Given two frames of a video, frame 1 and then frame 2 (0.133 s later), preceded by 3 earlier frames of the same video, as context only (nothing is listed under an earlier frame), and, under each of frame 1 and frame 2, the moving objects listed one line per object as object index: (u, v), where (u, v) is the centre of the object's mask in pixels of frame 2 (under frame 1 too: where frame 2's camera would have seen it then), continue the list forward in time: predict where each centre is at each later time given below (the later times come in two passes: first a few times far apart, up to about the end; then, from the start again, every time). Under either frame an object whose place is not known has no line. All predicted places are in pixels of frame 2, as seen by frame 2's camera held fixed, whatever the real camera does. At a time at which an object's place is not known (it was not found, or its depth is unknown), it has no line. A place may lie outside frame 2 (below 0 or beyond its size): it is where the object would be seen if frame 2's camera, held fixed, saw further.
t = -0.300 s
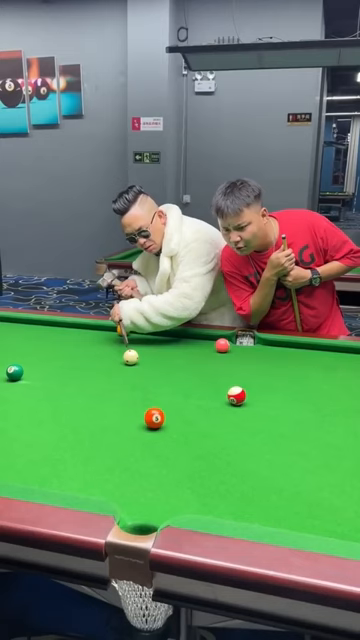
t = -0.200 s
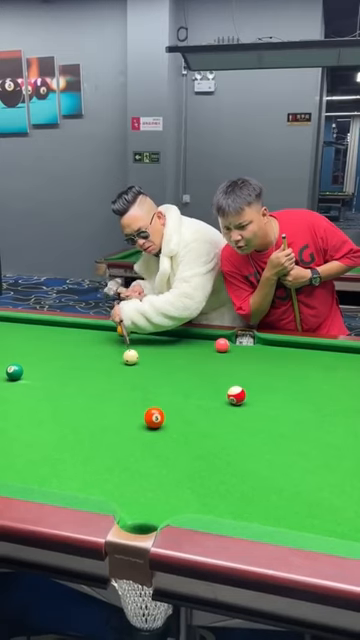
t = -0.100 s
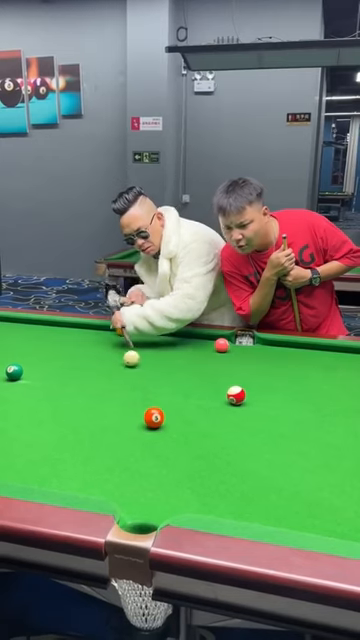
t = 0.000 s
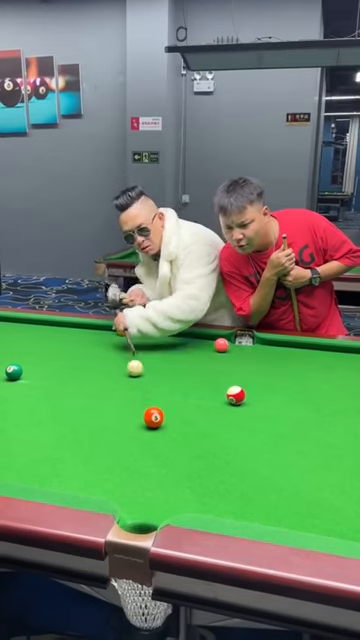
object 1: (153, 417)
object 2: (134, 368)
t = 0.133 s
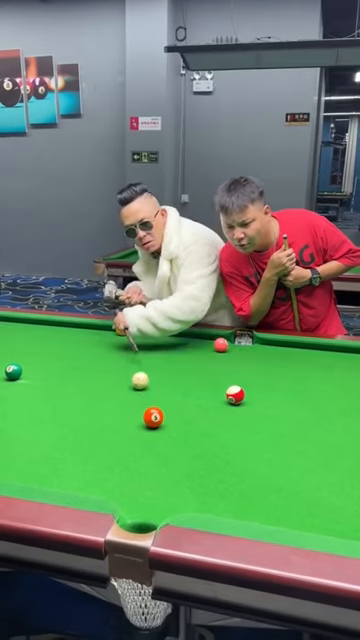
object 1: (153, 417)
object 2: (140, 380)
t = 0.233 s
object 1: (153, 417)
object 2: (145, 391)
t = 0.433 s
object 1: (153, 423)
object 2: (153, 406)
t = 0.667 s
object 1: (156, 447)
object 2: (162, 416)
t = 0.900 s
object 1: (159, 473)
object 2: (169, 422)
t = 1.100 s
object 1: (161, 498)
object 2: (174, 428)
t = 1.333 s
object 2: (178, 433)
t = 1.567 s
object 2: (181, 438)
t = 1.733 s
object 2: (183, 440)
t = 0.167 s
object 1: (153, 417)
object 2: (141, 384)
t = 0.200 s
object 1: (153, 417)
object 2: (143, 387)
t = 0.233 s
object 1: (153, 417)
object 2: (145, 391)
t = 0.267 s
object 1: (153, 417)
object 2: (146, 394)
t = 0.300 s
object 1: (153, 417)
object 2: (147, 398)
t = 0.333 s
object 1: (153, 417)
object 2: (149, 400)
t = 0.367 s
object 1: (153, 417)
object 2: (150, 403)
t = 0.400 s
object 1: (153, 419)
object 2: (151, 404)
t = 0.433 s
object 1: (153, 423)
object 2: (153, 406)
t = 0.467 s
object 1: (154, 426)
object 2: (155, 408)
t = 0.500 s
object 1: (154, 429)
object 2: (156, 409)
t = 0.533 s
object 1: (155, 433)
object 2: (157, 411)
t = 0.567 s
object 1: (155, 436)
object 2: (158, 412)
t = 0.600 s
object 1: (155, 439)
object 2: (160, 413)
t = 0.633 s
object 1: (156, 443)
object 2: (161, 415)
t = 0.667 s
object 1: (156, 447)
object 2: (162, 416)
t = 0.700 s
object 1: (156, 450)
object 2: (163, 417)
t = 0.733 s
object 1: (157, 454)
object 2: (164, 418)
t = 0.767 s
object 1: (157, 458)
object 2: (165, 419)
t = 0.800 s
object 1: (157, 462)
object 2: (166, 419)
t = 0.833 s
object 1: (158, 465)
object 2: (167, 421)
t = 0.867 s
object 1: (158, 469)
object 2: (168, 422)
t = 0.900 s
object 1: (159, 473)
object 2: (169, 422)
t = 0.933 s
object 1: (159, 477)
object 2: (170, 423)
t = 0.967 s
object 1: (159, 481)
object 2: (171, 424)
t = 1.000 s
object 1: (160, 485)
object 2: (172, 425)
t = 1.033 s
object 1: (160, 489)
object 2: (172, 426)
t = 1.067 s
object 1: (160, 493)
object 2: (173, 427)
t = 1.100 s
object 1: (161, 498)
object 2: (174, 428)
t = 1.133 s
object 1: (161, 502)
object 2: (175, 429)
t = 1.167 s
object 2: (176, 430)
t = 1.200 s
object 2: (176, 431)
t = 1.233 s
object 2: (176, 431)
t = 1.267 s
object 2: (177, 432)
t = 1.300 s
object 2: (178, 433)
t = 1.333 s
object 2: (178, 433)
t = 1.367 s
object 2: (179, 434)
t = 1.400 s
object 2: (179, 435)
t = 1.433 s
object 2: (180, 435)
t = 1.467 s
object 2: (180, 436)
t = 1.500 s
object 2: (181, 437)
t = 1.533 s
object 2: (181, 437)
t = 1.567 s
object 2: (181, 438)
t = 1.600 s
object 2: (182, 438)
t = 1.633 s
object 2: (182, 439)
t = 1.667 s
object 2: (183, 439)
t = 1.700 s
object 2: (183, 440)
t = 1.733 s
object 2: (183, 440)
